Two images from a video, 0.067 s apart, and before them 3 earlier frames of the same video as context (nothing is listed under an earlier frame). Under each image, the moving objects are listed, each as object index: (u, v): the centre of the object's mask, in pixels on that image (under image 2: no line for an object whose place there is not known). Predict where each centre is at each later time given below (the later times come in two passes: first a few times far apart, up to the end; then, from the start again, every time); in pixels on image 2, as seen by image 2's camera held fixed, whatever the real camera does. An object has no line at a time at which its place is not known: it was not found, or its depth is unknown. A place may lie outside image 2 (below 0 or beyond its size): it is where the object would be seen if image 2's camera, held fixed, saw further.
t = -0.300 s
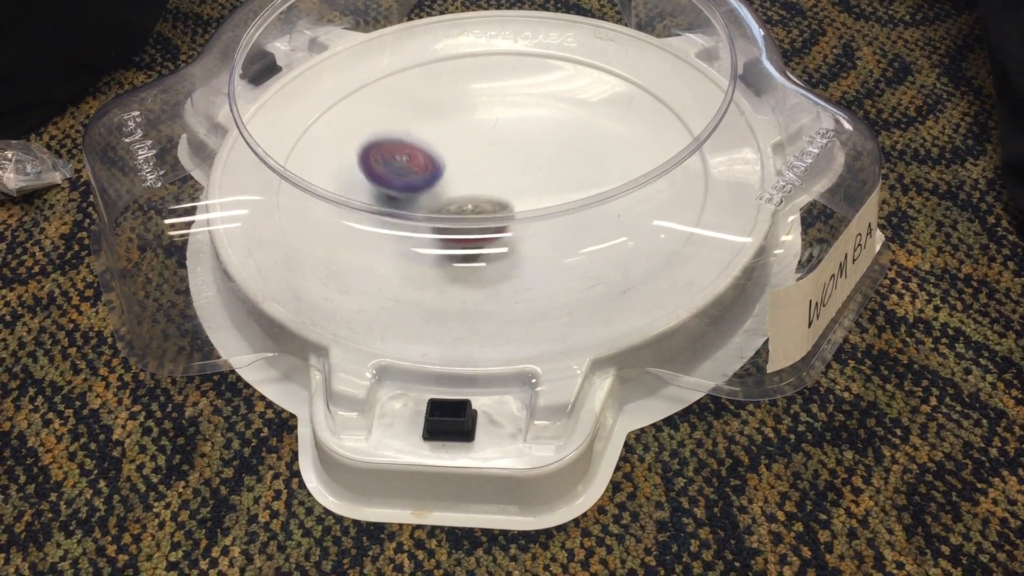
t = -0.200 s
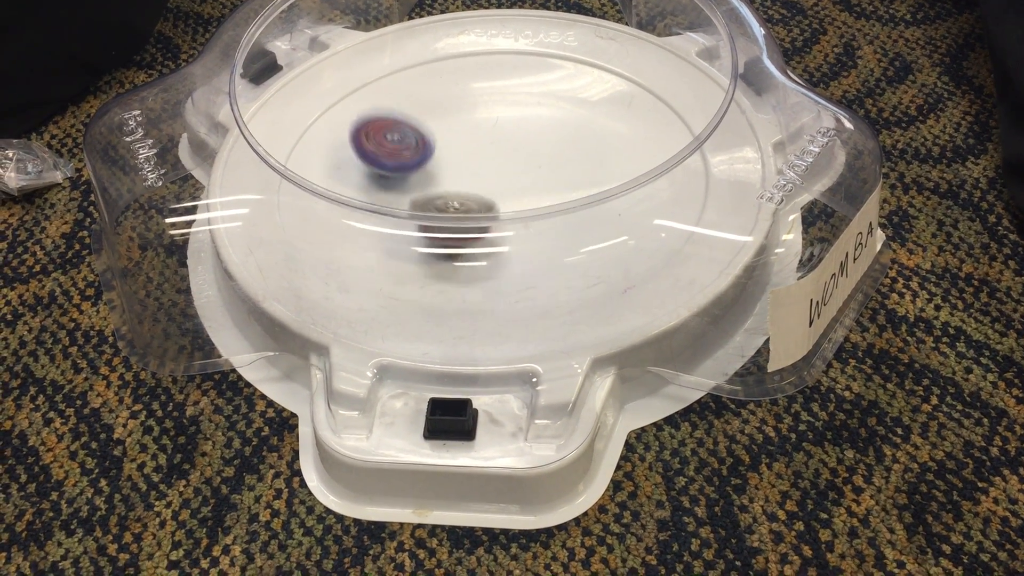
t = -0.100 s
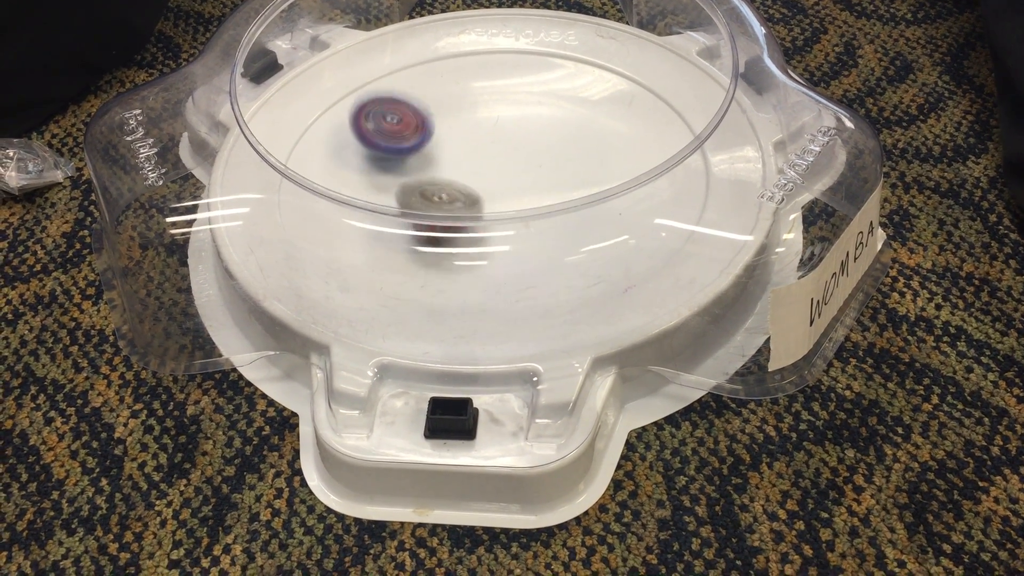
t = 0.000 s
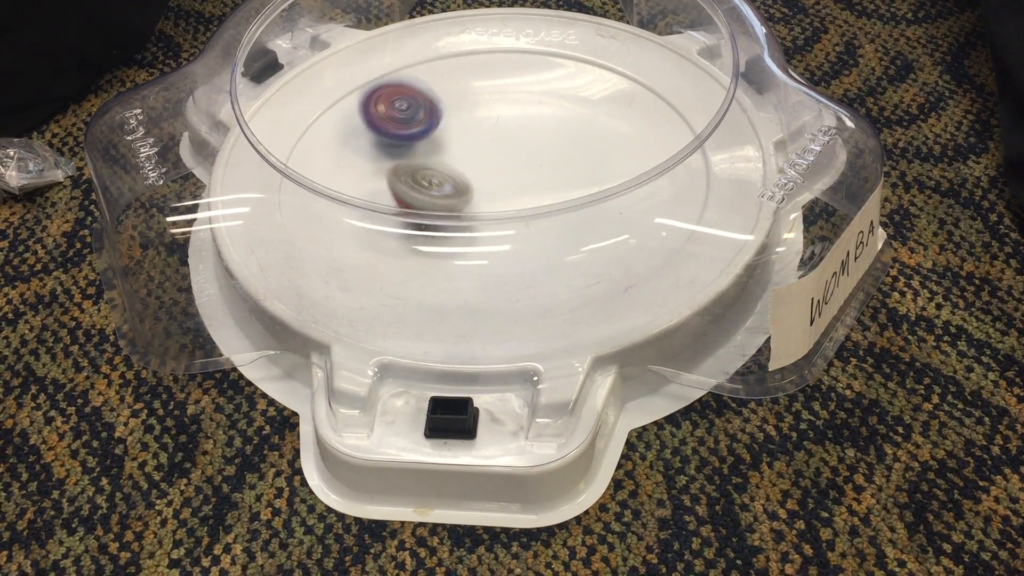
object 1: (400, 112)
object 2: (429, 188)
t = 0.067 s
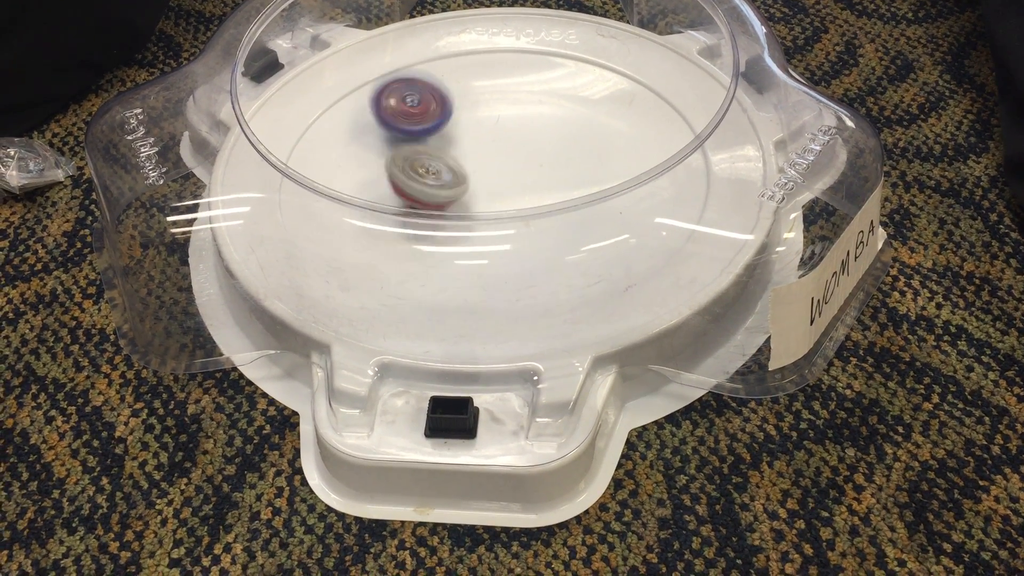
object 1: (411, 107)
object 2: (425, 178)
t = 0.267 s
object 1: (460, 95)
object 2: (431, 162)
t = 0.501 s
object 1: (520, 102)
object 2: (465, 160)
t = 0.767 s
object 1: (578, 142)
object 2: (497, 176)
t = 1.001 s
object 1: (585, 190)
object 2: (492, 184)
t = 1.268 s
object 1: (527, 225)
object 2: (467, 180)
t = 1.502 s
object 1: (460, 221)
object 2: (458, 160)
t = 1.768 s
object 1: (398, 194)
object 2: (515, 90)
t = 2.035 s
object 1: (408, 172)
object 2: (549, 85)
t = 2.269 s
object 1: (471, 142)
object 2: (556, 157)
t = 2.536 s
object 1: (534, 124)
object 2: (521, 244)
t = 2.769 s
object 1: (558, 142)
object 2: (452, 245)
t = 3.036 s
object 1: (531, 180)
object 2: (411, 180)
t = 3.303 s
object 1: (463, 193)
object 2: (451, 118)
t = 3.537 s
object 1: (430, 181)
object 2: (518, 105)
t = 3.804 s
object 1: (450, 155)
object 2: (570, 154)
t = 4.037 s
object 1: (501, 148)
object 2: (546, 211)
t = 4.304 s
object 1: (539, 161)
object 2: (450, 216)
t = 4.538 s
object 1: (527, 180)
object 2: (412, 172)
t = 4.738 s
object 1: (490, 184)
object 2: (438, 134)
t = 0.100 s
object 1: (419, 105)
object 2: (425, 172)
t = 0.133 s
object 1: (426, 103)
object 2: (425, 164)
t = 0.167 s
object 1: (436, 101)
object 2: (426, 162)
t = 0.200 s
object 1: (444, 99)
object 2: (426, 162)
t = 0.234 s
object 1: (451, 96)
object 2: (428, 162)
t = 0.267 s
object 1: (460, 95)
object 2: (431, 162)
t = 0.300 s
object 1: (468, 94)
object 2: (435, 161)
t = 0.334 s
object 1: (476, 93)
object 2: (439, 161)
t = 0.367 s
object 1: (485, 94)
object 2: (443, 160)
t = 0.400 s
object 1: (494, 95)
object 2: (448, 159)
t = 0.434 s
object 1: (503, 97)
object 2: (453, 160)
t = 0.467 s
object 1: (512, 99)
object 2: (459, 160)
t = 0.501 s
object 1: (520, 102)
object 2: (465, 160)
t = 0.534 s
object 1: (529, 106)
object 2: (471, 160)
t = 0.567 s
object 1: (538, 110)
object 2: (478, 163)
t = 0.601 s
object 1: (546, 115)
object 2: (485, 164)
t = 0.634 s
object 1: (554, 119)
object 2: (490, 166)
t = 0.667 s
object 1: (561, 125)
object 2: (492, 168)
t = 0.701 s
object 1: (568, 130)
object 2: (494, 171)
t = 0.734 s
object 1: (574, 136)
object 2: (496, 173)
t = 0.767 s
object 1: (578, 142)
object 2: (497, 176)
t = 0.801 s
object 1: (582, 149)
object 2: (499, 177)
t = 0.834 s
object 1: (585, 156)
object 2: (500, 179)
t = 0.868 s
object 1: (588, 163)
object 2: (500, 180)
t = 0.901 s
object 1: (589, 167)
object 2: (500, 181)
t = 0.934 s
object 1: (589, 178)
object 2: (499, 182)
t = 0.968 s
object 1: (587, 184)
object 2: (496, 183)
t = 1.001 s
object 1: (585, 190)
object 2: (492, 184)
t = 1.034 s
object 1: (582, 195)
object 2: (488, 184)
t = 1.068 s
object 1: (577, 201)
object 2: (485, 185)
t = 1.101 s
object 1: (571, 206)
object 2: (482, 185)
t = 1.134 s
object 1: (564, 211)
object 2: (479, 185)
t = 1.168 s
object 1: (555, 217)
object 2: (476, 185)
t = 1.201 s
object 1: (547, 220)
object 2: (475, 184)
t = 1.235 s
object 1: (536, 222)
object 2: (471, 182)
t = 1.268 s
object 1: (527, 225)
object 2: (467, 180)
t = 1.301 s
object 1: (518, 226)
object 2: (463, 177)
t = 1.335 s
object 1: (507, 227)
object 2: (460, 174)
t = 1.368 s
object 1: (497, 229)
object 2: (459, 171)
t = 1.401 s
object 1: (486, 227)
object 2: (457, 168)
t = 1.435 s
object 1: (478, 226)
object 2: (457, 165)
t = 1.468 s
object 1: (469, 224)
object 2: (457, 162)
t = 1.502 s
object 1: (460, 221)
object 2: (458, 160)
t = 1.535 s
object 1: (452, 216)
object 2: (460, 157)
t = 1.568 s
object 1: (444, 213)
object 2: (462, 155)
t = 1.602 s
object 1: (432, 213)
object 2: (470, 148)
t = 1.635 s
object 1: (421, 214)
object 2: (482, 138)
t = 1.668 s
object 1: (412, 214)
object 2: (490, 123)
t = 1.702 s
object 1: (408, 198)
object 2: (498, 112)
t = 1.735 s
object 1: (401, 202)
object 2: (507, 101)
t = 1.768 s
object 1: (398, 194)
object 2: (515, 90)
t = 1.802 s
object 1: (395, 192)
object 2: (523, 87)
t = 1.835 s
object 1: (392, 190)
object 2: (528, 79)
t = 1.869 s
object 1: (391, 188)
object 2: (533, 77)
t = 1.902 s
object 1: (392, 184)
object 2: (538, 76)
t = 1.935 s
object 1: (395, 182)
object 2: (542, 73)
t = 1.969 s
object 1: (398, 179)
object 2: (545, 76)
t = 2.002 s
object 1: (402, 177)
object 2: (547, 82)
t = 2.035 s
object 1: (408, 172)
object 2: (549, 85)
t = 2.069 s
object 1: (414, 169)
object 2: (551, 95)
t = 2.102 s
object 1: (423, 163)
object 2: (552, 103)
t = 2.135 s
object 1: (431, 159)
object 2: (553, 113)
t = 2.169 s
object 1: (440, 155)
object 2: (555, 124)
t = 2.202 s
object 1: (451, 151)
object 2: (556, 133)
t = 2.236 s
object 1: (461, 147)
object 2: (556, 144)
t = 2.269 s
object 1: (471, 142)
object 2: (556, 157)
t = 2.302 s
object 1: (482, 138)
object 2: (556, 171)
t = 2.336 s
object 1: (490, 135)
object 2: (557, 179)
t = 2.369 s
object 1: (498, 131)
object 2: (554, 195)
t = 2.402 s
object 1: (506, 128)
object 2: (550, 205)
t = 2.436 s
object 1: (514, 126)
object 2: (546, 214)
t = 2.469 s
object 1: (521, 125)
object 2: (539, 222)
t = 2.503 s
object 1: (528, 124)
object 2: (532, 230)
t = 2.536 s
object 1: (534, 124)
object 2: (521, 244)
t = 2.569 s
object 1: (540, 125)
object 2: (510, 247)
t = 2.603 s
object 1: (545, 127)
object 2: (501, 248)
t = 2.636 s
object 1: (550, 128)
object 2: (491, 250)
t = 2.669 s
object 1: (553, 131)
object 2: (481, 249)
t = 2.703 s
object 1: (555, 135)
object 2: (471, 245)
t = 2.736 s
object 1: (557, 138)
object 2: (461, 248)
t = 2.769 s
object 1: (558, 142)
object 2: (452, 245)
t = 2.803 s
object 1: (558, 146)
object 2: (443, 236)
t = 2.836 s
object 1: (557, 152)
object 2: (436, 230)
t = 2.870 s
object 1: (555, 158)
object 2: (428, 224)
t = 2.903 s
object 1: (553, 163)
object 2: (422, 216)
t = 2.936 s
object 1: (548, 169)
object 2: (417, 210)
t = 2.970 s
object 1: (543, 173)
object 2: (413, 191)
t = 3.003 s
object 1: (538, 176)
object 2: (411, 186)
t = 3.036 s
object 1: (531, 180)
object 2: (411, 180)
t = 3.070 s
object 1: (523, 184)
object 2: (412, 173)
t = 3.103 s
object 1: (515, 187)
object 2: (413, 164)
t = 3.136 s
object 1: (506, 189)
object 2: (416, 154)
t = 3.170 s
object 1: (497, 191)
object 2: (422, 146)
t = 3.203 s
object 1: (489, 193)
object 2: (427, 137)
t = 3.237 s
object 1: (479, 192)
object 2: (434, 130)
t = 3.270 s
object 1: (472, 193)
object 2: (442, 122)
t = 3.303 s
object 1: (463, 193)
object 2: (451, 118)
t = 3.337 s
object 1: (457, 193)
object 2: (461, 111)
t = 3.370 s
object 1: (451, 191)
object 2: (470, 107)
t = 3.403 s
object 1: (445, 191)
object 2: (480, 105)
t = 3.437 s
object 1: (440, 188)
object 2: (490, 103)
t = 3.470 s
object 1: (435, 186)
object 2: (500, 106)
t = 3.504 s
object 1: (433, 183)
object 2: (509, 106)
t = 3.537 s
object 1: (430, 181)
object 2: (518, 105)
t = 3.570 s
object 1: (430, 177)
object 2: (527, 110)
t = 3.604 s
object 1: (430, 174)
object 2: (536, 114)
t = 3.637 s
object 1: (431, 170)
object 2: (544, 119)
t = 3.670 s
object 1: (433, 167)
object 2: (552, 125)
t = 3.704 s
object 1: (437, 163)
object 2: (558, 131)
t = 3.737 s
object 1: (440, 161)
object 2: (563, 139)
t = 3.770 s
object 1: (445, 158)
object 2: (568, 144)
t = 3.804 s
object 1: (450, 155)
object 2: (570, 154)
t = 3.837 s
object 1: (458, 154)
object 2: (572, 162)
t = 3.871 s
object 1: (464, 151)
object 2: (571, 169)
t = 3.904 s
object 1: (472, 150)
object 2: (569, 183)
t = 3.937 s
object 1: (478, 149)
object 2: (565, 191)
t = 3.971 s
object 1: (486, 148)
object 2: (559, 198)
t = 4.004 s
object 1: (494, 148)
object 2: (554, 204)
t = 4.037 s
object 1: (501, 148)
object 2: (546, 211)
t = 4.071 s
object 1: (509, 148)
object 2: (535, 216)
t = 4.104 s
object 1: (516, 149)
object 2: (525, 219)
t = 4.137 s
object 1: (521, 150)
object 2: (512, 222)
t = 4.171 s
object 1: (527, 152)
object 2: (498, 223)
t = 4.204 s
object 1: (531, 153)
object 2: (486, 225)
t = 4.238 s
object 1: (535, 155)
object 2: (473, 225)
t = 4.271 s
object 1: (538, 158)
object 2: (463, 219)
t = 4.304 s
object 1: (539, 161)
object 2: (450, 216)
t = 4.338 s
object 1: (541, 164)
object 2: (440, 200)
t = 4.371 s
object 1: (541, 167)
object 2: (431, 196)
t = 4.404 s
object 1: (541, 170)
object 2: (425, 192)
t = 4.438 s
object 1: (538, 174)
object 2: (419, 188)
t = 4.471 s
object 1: (535, 175)
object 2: (415, 183)
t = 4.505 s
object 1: (532, 178)
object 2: (413, 178)
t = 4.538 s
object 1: (527, 180)
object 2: (412, 172)
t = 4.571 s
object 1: (521, 181)
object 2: (413, 164)
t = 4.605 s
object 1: (516, 183)
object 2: (415, 157)
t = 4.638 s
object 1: (510, 184)
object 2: (419, 150)
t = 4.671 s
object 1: (502, 184)
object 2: (424, 143)
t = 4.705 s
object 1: (496, 184)
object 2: (431, 137)
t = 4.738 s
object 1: (490, 184)
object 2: (438, 134)
